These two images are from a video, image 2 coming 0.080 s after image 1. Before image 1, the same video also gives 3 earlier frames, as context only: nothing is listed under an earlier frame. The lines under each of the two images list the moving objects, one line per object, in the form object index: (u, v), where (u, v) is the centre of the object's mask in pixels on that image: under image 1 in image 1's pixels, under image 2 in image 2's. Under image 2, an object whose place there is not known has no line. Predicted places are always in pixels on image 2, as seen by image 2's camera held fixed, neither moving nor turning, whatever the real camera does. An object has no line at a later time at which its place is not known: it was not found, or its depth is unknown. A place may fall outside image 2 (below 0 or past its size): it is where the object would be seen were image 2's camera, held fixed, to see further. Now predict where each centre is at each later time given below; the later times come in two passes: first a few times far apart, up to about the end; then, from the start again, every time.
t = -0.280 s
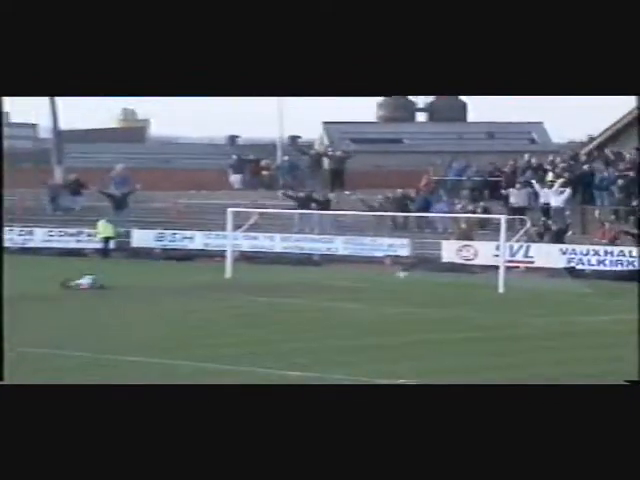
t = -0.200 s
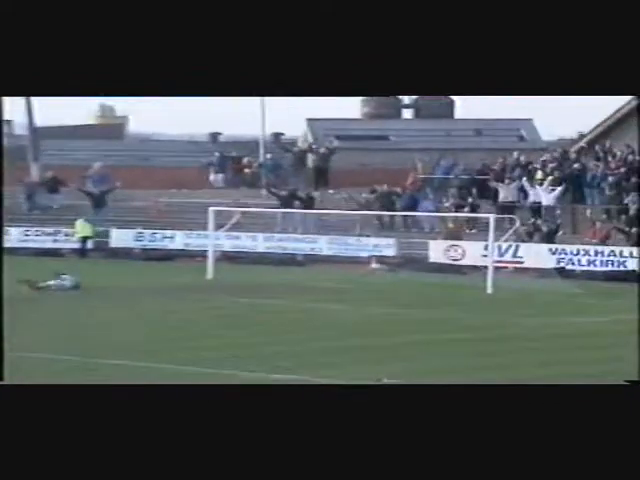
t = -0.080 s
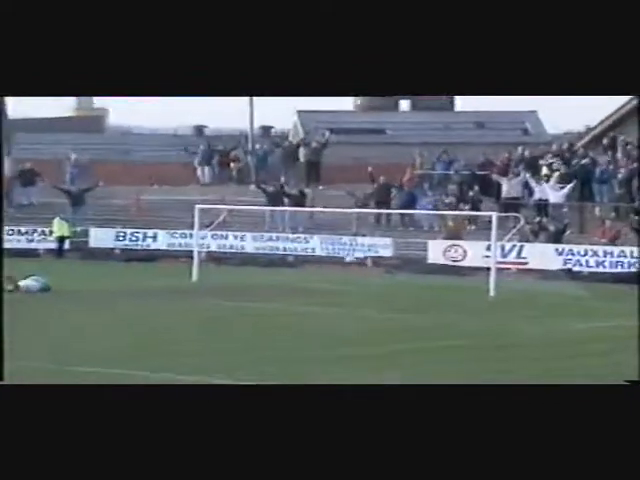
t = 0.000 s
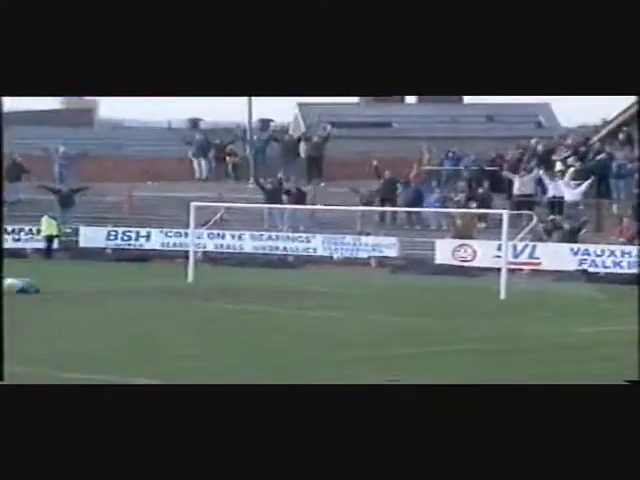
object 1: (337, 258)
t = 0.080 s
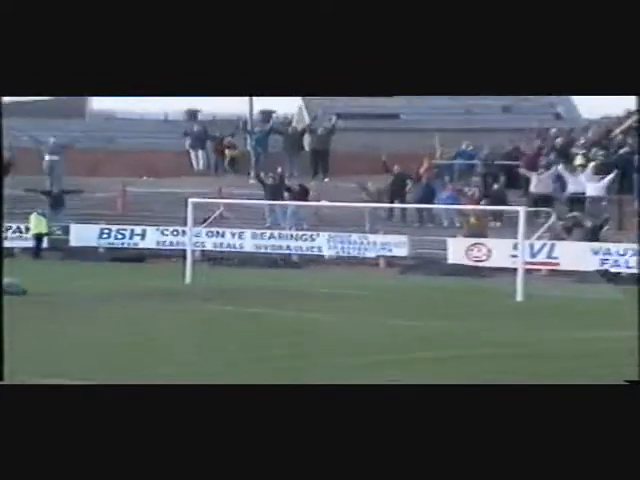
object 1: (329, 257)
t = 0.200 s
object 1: (311, 259)
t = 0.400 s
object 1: (281, 276)
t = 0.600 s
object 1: (260, 271)
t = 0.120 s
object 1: (323, 258)
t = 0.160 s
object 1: (317, 257)
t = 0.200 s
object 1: (311, 259)
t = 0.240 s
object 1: (304, 262)
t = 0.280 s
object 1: (298, 265)
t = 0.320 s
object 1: (292, 268)
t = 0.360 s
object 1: (286, 272)
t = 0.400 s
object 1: (281, 276)
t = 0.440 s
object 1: (275, 282)
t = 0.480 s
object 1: (271, 280)
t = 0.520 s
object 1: (267, 277)
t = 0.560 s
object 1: (263, 273)
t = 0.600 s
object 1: (260, 271)
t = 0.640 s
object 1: (256, 270)
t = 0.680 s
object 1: (252, 268)
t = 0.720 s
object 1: (249, 267)
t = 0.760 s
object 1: (245, 268)
